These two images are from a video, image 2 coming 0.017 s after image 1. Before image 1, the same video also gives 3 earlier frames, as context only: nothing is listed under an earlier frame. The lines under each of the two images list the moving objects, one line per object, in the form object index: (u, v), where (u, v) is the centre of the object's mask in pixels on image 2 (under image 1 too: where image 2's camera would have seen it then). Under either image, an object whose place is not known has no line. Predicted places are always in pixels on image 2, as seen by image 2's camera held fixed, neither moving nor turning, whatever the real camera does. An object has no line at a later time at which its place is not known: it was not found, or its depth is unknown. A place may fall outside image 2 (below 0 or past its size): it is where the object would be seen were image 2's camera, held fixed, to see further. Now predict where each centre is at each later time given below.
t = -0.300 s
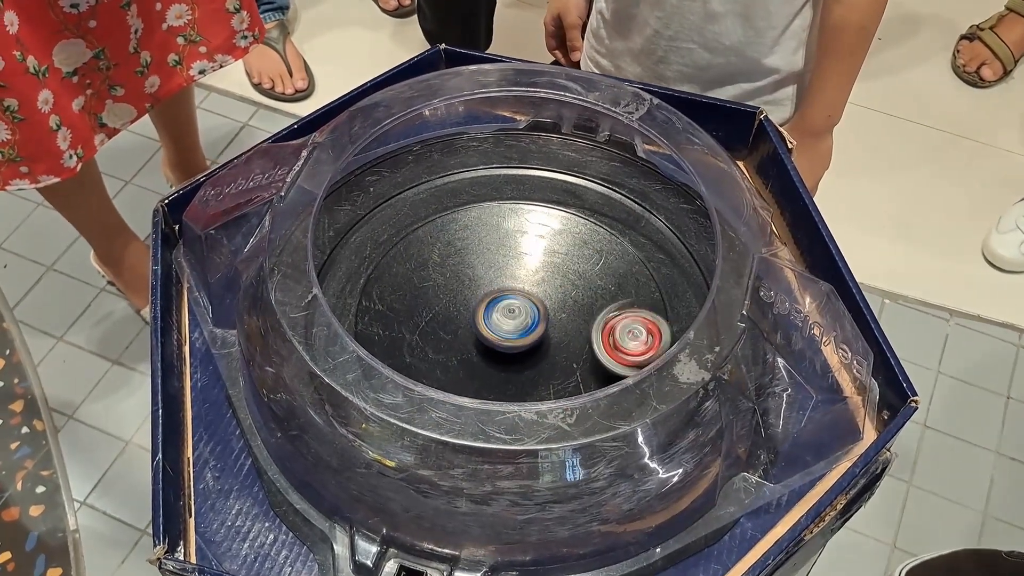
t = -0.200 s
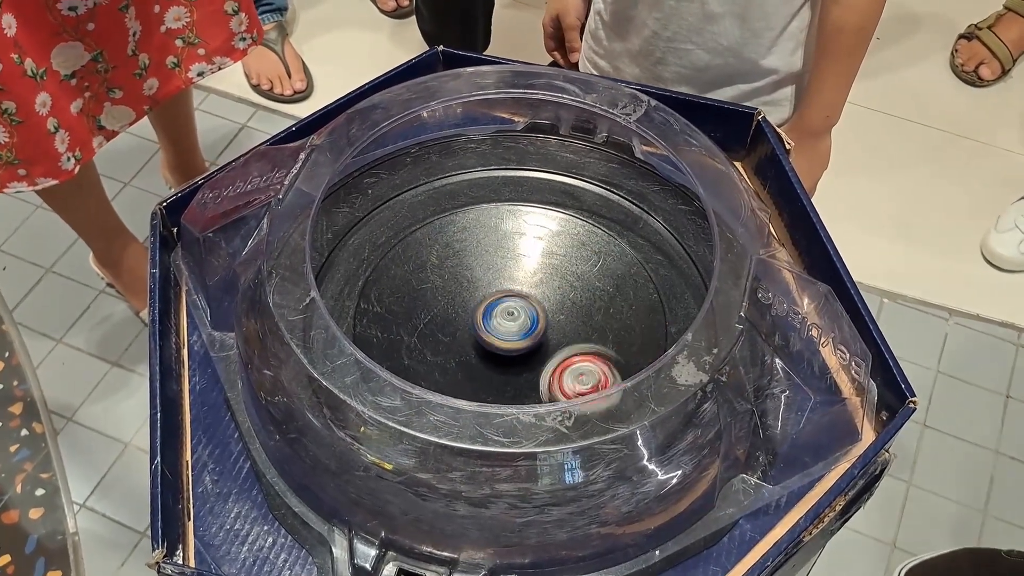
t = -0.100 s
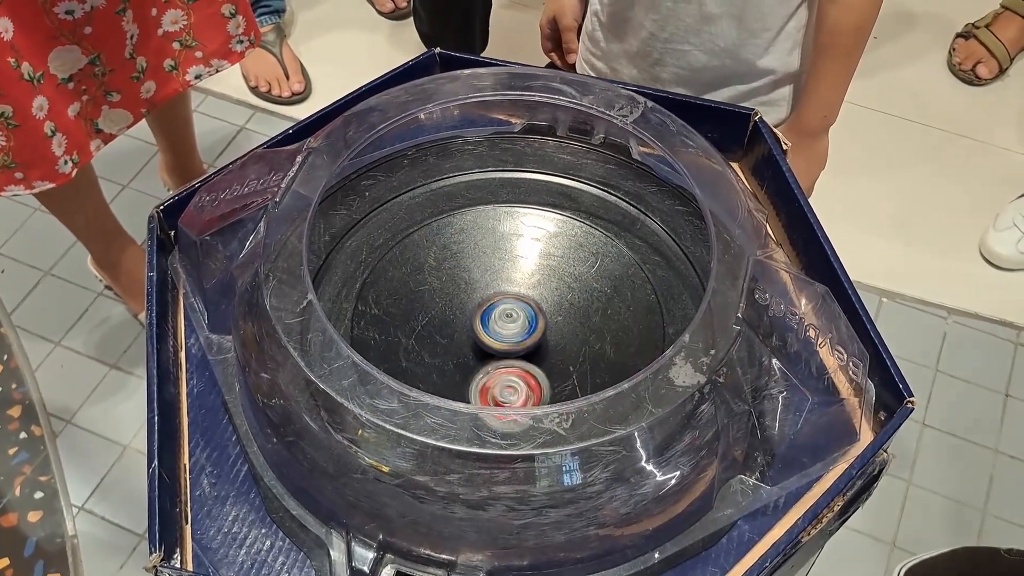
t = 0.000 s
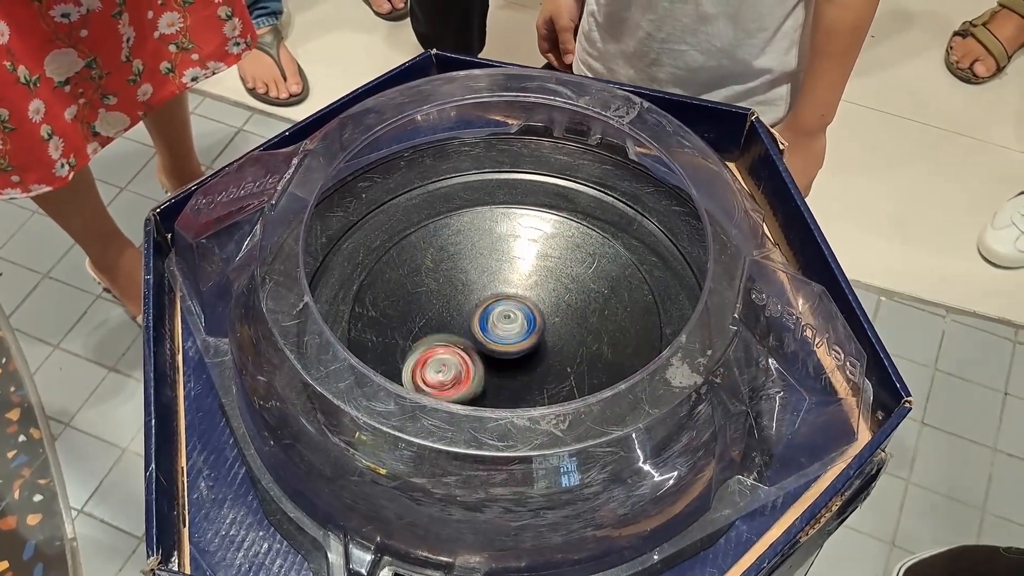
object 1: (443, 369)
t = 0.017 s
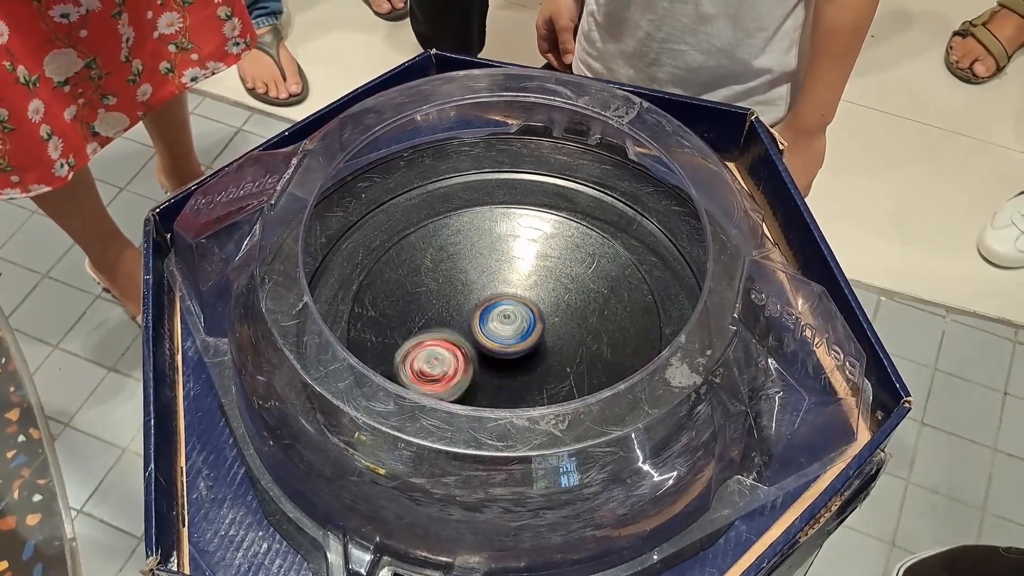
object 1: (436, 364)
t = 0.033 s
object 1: (428, 358)
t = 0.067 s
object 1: (417, 342)
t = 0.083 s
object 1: (414, 334)
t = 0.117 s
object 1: (406, 317)
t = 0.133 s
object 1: (406, 307)
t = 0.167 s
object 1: (406, 291)
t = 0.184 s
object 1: (406, 282)
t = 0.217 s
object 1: (414, 267)
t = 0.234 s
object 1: (417, 260)
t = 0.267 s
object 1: (430, 246)
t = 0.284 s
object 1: (435, 241)
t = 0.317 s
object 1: (450, 231)
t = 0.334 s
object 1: (460, 227)
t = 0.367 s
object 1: (476, 223)
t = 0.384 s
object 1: (486, 221)
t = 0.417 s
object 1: (506, 221)
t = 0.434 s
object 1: (516, 222)
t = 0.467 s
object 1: (537, 227)
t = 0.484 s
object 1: (546, 233)
